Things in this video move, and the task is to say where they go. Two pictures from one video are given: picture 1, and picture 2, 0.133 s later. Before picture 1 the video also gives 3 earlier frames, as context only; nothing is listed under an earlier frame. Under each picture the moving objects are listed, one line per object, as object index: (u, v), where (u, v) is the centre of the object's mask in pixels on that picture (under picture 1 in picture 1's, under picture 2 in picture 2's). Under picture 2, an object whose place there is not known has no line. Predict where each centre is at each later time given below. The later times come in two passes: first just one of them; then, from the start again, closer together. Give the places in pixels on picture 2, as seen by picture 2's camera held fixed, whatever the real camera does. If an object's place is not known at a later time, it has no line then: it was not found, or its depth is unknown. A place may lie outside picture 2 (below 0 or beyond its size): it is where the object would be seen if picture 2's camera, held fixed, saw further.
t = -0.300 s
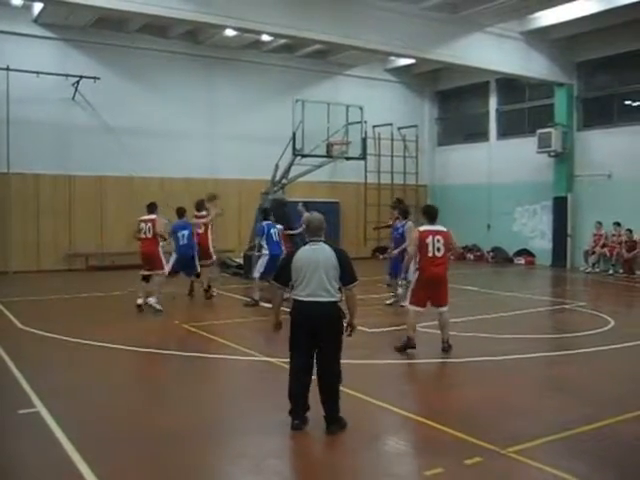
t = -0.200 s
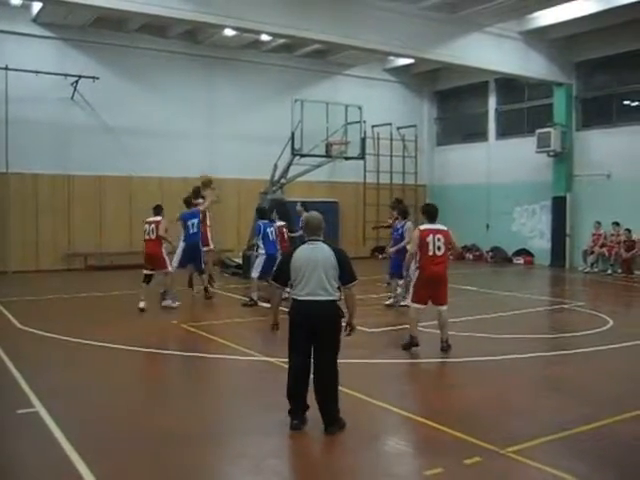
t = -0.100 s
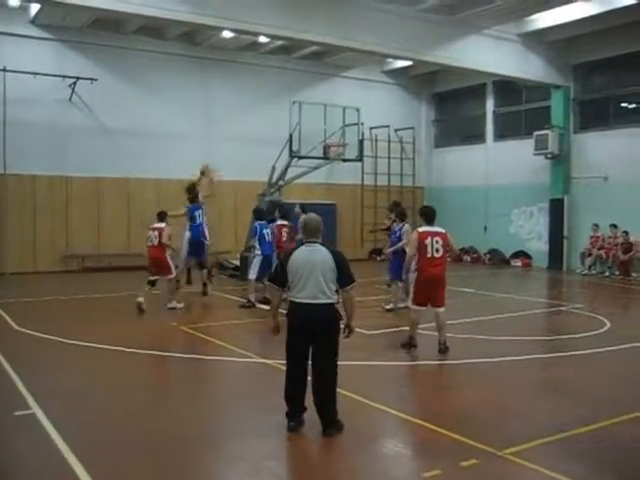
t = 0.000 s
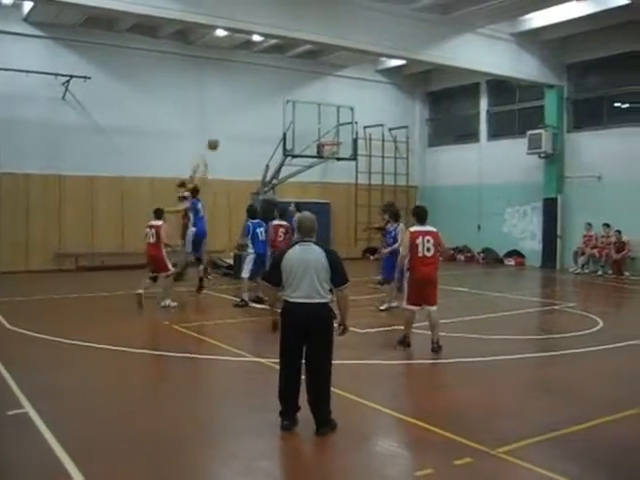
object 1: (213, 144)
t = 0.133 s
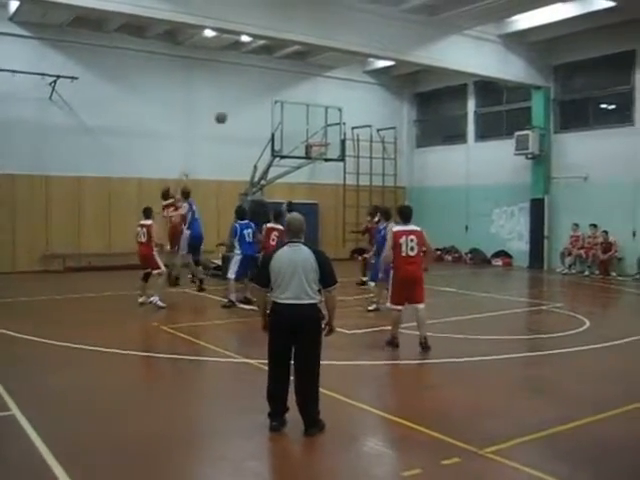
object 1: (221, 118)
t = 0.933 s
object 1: (330, 137)
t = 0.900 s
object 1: (325, 134)
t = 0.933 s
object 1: (330, 137)
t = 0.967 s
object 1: (333, 137)
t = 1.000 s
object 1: (337, 135)
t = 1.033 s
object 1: (339, 134)
